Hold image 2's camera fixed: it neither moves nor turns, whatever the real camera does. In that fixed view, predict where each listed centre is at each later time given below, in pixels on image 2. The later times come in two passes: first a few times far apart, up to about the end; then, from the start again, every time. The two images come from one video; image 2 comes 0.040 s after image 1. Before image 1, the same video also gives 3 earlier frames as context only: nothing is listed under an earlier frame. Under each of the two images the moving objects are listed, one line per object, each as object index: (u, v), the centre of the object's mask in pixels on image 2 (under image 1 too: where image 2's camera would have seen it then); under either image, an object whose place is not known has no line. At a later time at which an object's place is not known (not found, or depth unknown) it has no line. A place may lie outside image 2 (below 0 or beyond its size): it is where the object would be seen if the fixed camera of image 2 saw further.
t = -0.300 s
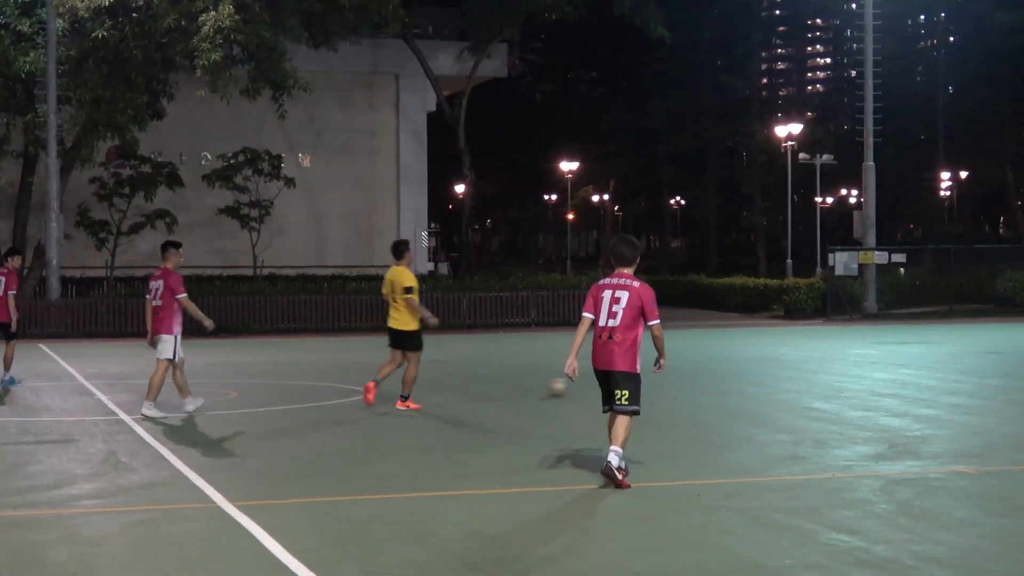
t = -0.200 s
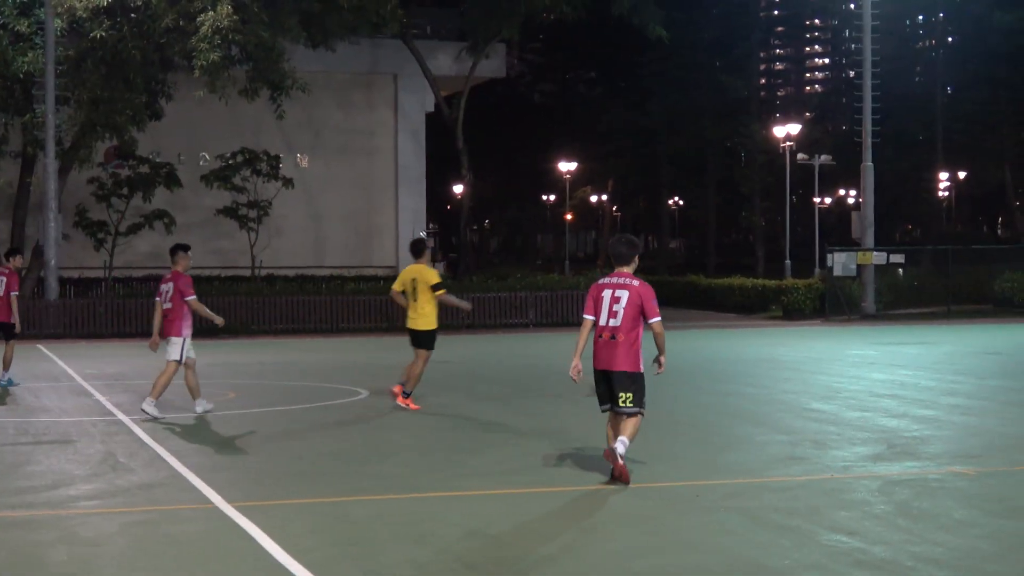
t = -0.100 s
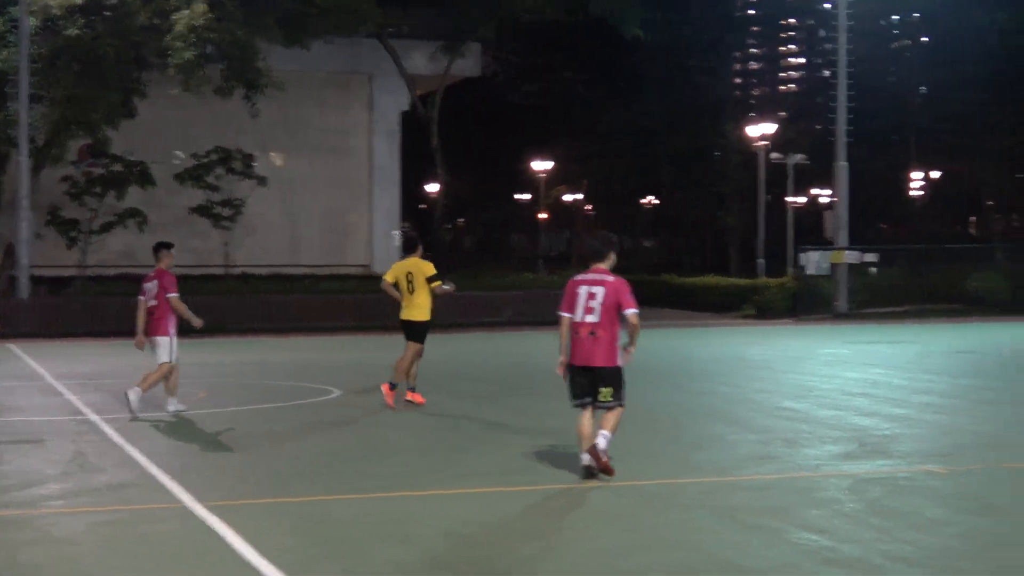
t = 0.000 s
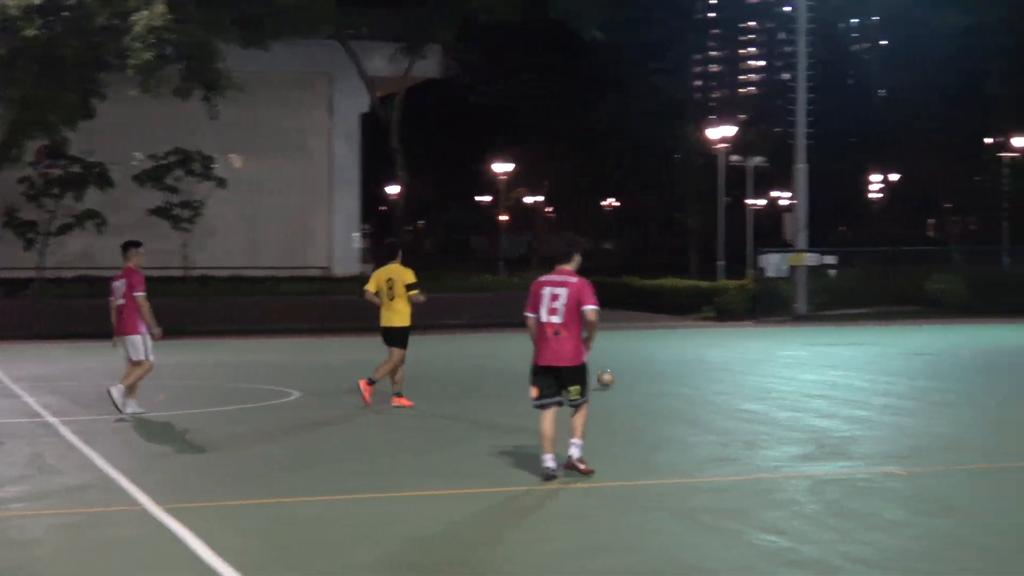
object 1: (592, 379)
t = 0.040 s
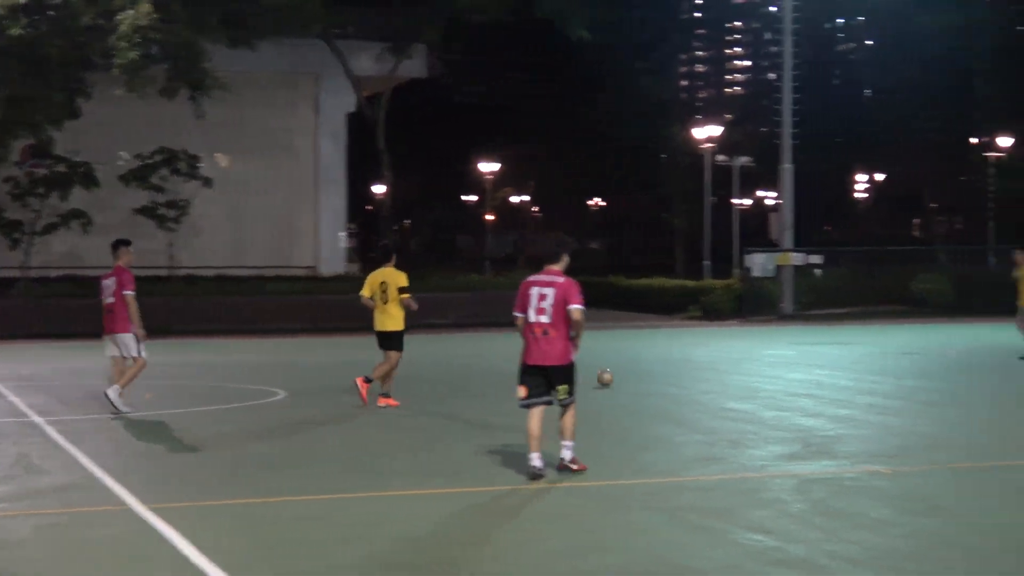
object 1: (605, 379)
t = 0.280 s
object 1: (677, 371)
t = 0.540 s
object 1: (750, 366)
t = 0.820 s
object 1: (816, 361)
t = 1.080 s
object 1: (871, 356)
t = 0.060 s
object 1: (611, 377)
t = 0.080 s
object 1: (617, 376)
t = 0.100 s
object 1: (624, 376)
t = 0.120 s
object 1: (630, 376)
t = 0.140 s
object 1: (636, 376)
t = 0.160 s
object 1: (642, 375)
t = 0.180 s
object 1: (648, 373)
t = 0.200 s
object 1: (654, 373)
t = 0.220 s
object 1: (660, 373)
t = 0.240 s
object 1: (666, 373)
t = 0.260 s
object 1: (672, 372)
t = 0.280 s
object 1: (677, 371)
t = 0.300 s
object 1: (683, 371)
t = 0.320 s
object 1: (689, 371)
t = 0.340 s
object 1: (695, 370)
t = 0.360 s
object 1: (701, 370)
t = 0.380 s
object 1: (706, 370)
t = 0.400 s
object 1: (712, 369)
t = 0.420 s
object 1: (718, 368)
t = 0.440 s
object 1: (723, 368)
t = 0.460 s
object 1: (729, 367)
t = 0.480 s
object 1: (734, 367)
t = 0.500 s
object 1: (739, 367)
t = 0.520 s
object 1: (745, 366)
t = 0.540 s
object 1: (750, 366)
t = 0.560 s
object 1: (754, 365)
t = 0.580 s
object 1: (760, 365)
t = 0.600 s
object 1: (765, 365)
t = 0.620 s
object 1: (770, 364)
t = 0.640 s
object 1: (775, 363)
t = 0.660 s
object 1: (779, 363)
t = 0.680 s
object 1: (784, 363)
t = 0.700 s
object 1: (789, 362)
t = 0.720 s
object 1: (793, 362)
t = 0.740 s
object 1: (798, 362)
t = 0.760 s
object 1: (802, 361)
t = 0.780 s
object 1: (807, 361)
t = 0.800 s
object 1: (812, 361)
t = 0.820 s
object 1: (816, 361)
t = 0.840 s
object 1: (821, 360)
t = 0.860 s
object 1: (825, 360)
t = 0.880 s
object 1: (829, 359)
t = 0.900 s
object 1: (834, 359)
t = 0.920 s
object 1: (838, 359)
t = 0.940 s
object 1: (842, 358)
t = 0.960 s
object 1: (846, 358)
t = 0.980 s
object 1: (851, 358)
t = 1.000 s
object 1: (855, 357)
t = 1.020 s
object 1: (859, 356)
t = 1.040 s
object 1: (863, 356)
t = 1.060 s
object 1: (867, 356)
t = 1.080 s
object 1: (871, 356)
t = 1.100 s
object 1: (875, 355)
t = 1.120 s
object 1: (878, 355)
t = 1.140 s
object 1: (882, 355)
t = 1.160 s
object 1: (886, 354)
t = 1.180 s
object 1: (891, 354)
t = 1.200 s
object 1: (894, 354)
